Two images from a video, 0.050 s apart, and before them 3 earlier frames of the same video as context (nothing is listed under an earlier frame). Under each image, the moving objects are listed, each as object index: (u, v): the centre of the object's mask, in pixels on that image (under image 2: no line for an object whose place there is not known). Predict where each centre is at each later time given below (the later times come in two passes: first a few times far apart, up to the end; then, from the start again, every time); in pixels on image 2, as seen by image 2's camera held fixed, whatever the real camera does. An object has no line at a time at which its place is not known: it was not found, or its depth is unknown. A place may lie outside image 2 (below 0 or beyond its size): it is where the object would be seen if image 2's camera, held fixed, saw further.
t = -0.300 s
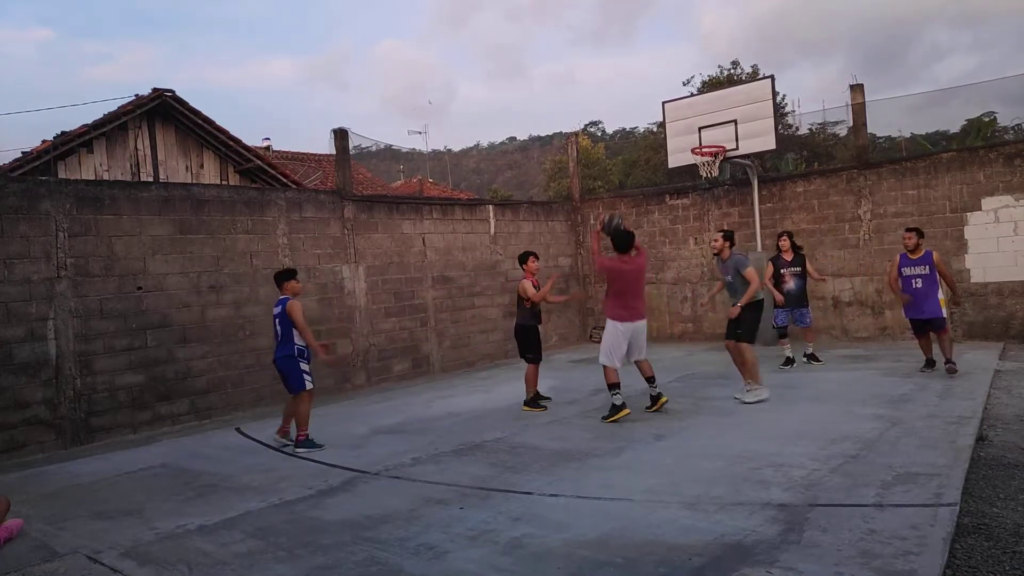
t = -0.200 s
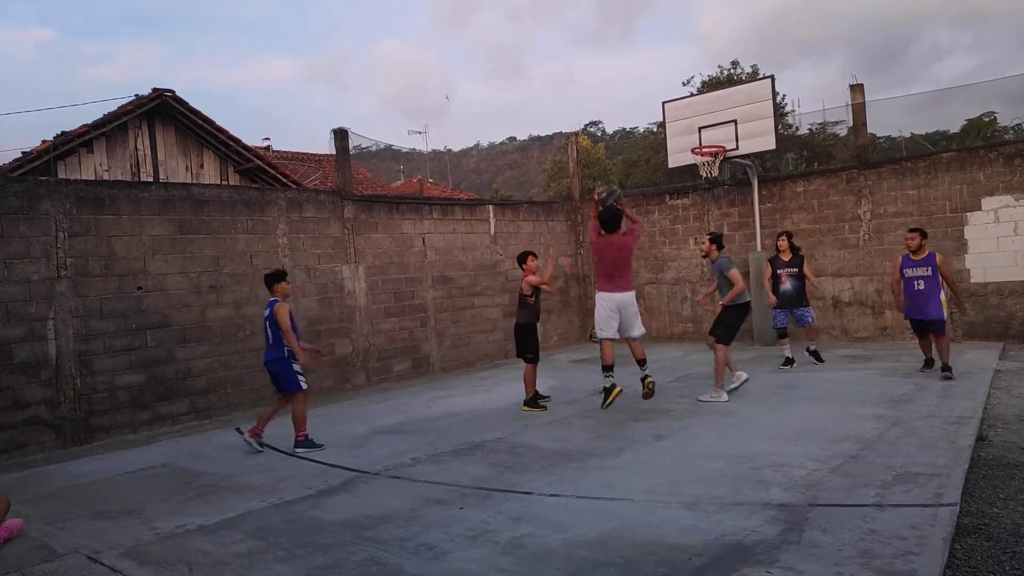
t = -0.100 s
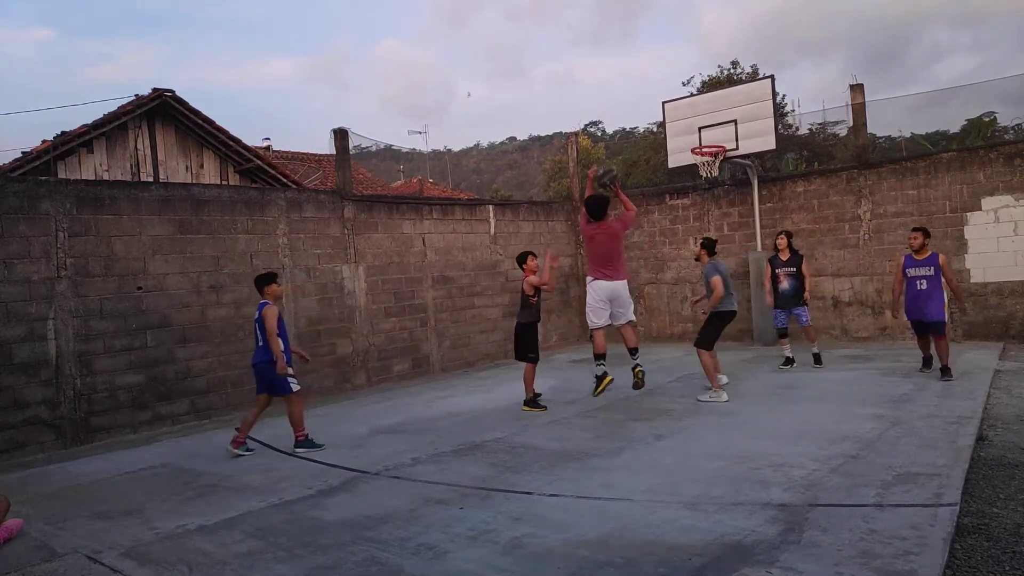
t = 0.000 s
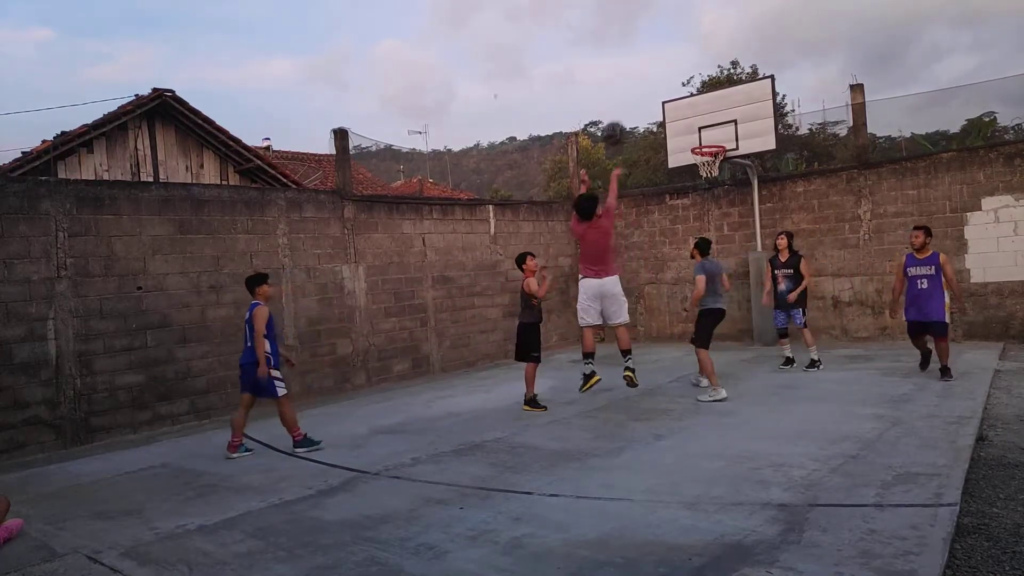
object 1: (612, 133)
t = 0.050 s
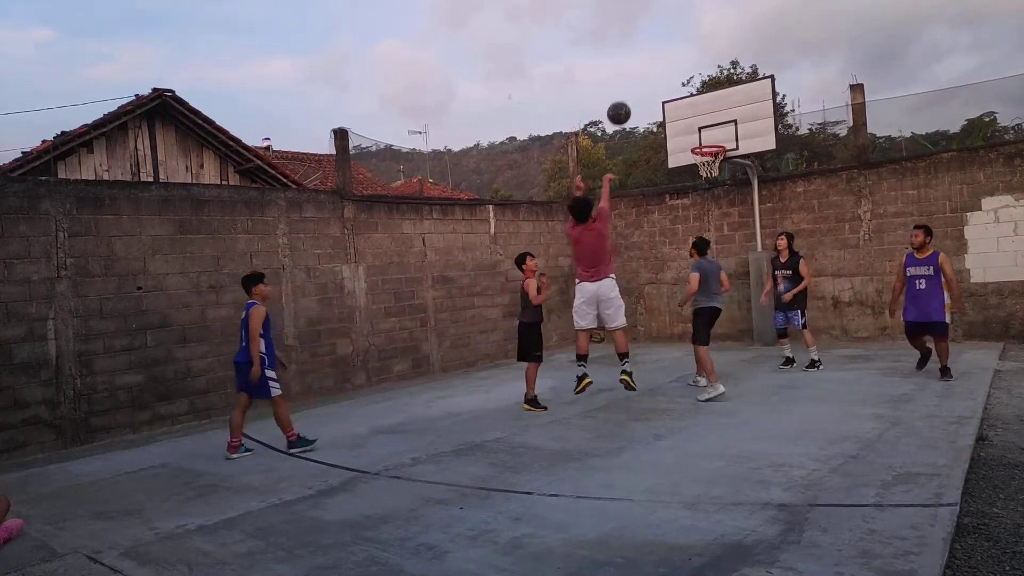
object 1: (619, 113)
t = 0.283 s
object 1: (640, 59)
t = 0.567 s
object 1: (664, 62)
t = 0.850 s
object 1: (687, 120)
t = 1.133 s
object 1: (706, 141)
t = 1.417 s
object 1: (707, 143)
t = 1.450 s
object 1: (709, 145)
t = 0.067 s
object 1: (621, 107)
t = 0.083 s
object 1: (622, 101)
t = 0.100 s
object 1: (624, 96)
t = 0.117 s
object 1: (625, 91)
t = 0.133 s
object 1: (626, 86)
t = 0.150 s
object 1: (628, 82)
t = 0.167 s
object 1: (630, 78)
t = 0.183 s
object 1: (631, 75)
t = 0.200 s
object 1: (633, 71)
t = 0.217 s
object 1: (634, 68)
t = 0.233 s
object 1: (636, 65)
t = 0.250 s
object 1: (637, 63)
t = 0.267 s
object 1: (639, 61)
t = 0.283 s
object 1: (640, 59)
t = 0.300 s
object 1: (642, 57)
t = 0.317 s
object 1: (643, 56)
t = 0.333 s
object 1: (644, 55)
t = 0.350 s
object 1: (646, 54)
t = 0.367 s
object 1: (647, 53)
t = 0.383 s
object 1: (649, 53)
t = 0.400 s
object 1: (650, 52)
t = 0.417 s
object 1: (652, 52)
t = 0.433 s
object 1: (653, 53)
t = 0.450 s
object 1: (655, 53)
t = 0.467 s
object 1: (656, 54)
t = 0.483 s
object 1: (657, 55)
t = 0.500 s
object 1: (659, 56)
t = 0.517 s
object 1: (660, 57)
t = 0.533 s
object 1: (662, 59)
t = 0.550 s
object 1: (663, 60)
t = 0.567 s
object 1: (664, 62)
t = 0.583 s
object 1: (666, 64)
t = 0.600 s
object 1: (667, 67)
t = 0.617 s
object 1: (668, 69)
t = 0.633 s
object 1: (670, 72)
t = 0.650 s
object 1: (671, 74)
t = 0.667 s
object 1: (673, 77)
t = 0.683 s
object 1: (674, 80)
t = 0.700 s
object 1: (675, 84)
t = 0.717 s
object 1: (677, 87)
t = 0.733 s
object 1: (678, 91)
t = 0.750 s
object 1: (679, 94)
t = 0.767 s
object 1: (681, 98)
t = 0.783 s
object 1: (682, 102)
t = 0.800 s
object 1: (683, 107)
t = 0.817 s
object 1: (685, 111)
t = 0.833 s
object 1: (686, 115)
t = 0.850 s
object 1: (687, 120)
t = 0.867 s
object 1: (689, 125)
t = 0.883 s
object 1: (690, 130)
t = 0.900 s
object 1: (691, 135)
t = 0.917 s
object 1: (693, 140)
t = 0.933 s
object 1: (694, 142)
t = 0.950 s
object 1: (694, 142)
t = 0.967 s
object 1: (694, 143)
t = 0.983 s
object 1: (695, 142)
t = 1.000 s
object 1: (696, 141)
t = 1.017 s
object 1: (698, 141)
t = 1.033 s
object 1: (699, 141)
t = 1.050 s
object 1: (701, 140)
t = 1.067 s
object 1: (702, 141)
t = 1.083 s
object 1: (703, 141)
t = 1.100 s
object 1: (705, 141)
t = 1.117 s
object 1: (706, 141)
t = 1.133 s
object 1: (706, 141)
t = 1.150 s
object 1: (706, 140)
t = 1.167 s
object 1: (704, 140)
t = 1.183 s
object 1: (704, 140)
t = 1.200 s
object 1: (703, 139)
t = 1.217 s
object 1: (702, 140)
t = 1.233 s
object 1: (701, 140)
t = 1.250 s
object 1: (700, 140)
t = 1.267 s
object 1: (700, 141)
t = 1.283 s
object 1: (699, 141)
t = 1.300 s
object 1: (698, 142)
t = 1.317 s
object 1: (698, 142)
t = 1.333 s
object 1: (699, 143)
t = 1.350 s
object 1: (701, 142)
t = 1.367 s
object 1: (702, 143)
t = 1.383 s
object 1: (703, 143)
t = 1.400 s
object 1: (705, 143)
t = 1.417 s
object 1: (707, 143)
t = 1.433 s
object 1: (709, 144)
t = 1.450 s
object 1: (709, 145)
